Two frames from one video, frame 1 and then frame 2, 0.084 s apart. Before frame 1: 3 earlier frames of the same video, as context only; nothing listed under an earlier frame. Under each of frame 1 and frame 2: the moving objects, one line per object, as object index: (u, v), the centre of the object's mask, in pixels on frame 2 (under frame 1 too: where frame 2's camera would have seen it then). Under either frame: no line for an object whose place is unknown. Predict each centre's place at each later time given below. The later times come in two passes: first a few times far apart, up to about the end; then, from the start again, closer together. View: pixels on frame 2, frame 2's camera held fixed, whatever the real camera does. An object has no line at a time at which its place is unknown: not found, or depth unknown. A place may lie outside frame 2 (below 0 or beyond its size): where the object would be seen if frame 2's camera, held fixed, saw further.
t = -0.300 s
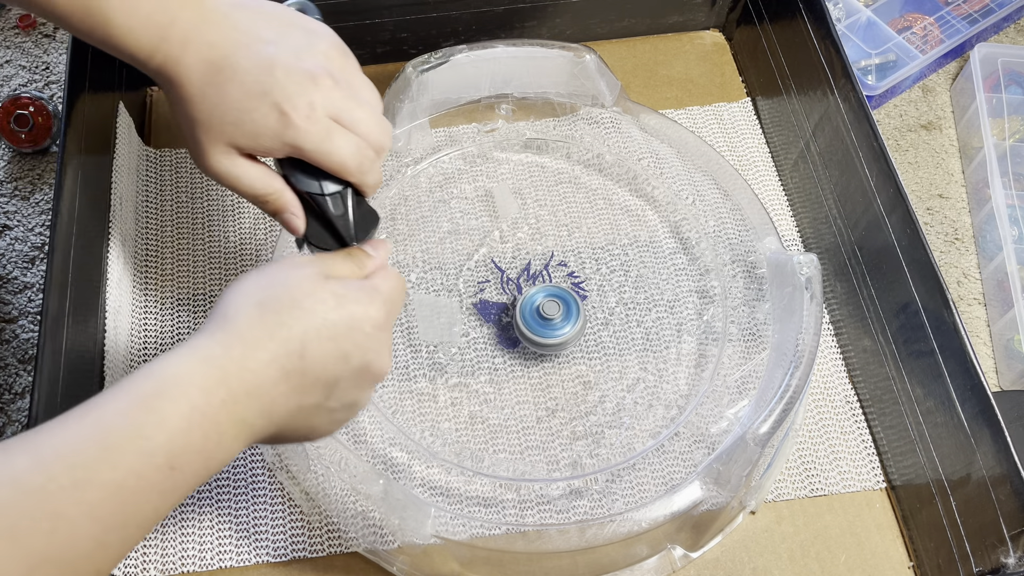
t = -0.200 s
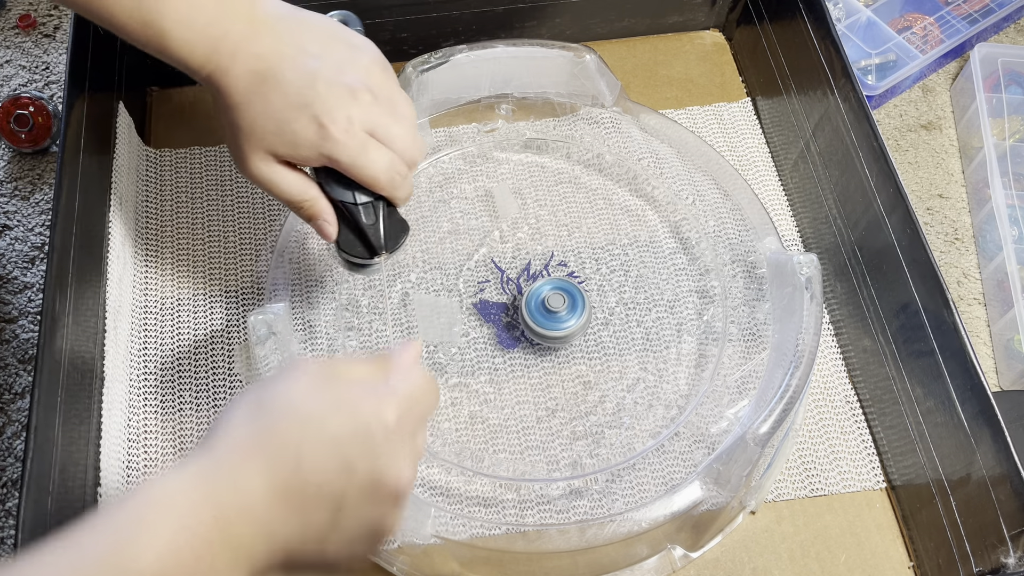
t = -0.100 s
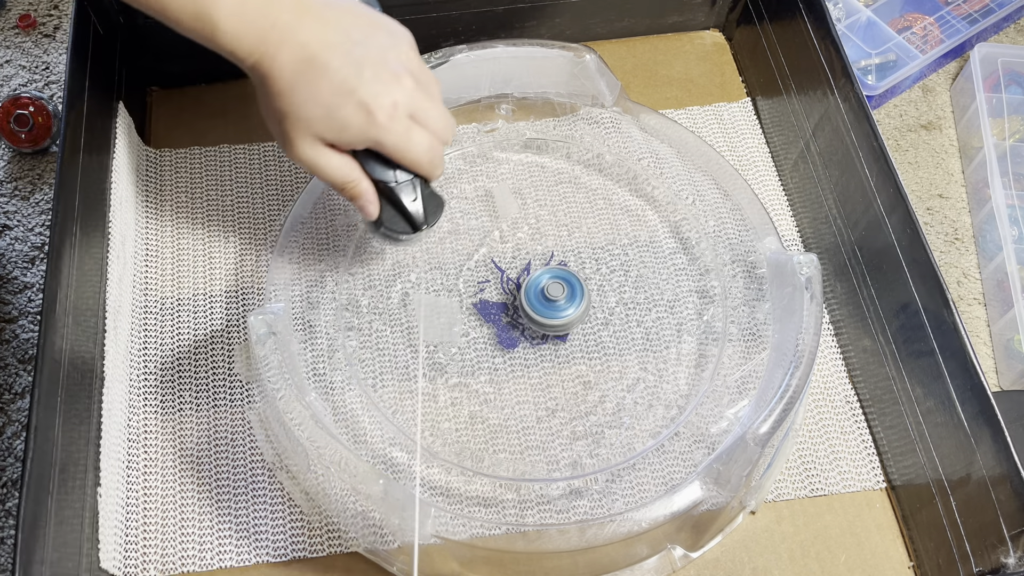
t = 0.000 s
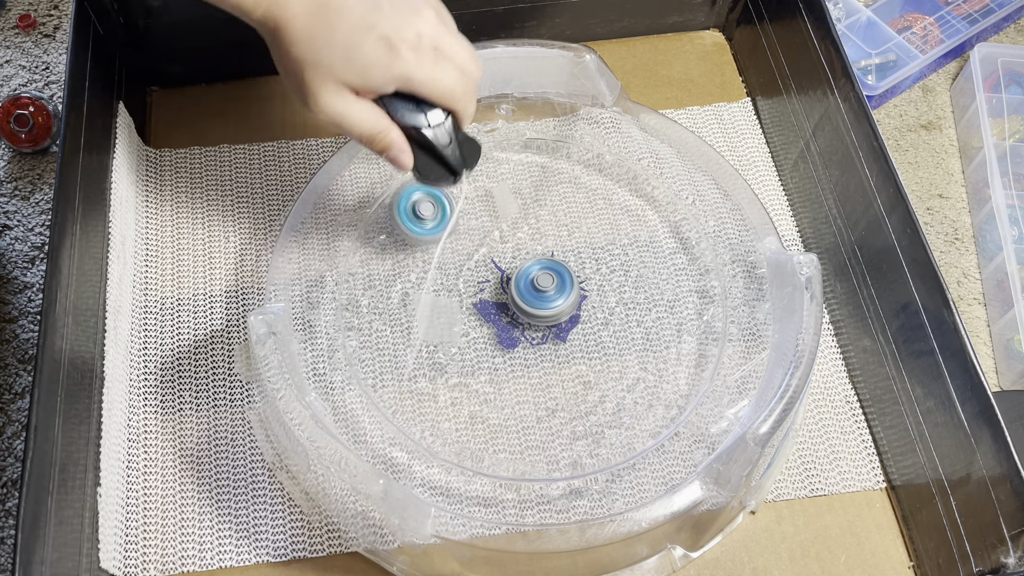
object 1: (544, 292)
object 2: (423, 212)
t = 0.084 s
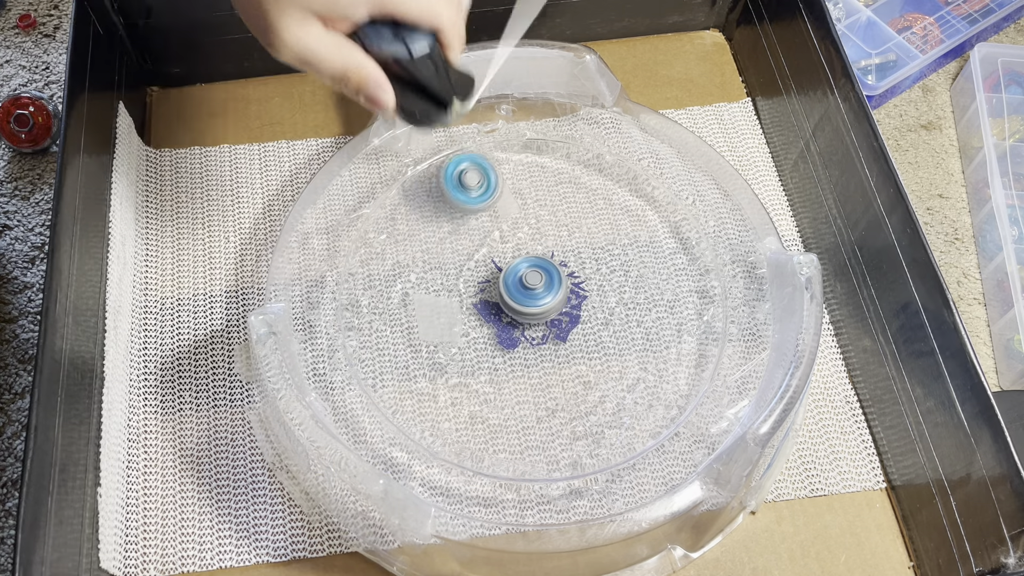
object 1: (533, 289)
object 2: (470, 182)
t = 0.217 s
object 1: (516, 299)
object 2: (505, 131)
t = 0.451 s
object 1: (523, 324)
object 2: (529, 114)
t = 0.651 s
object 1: (544, 316)
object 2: (573, 119)
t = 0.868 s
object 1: (529, 290)
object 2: (622, 121)
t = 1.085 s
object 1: (499, 301)
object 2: (650, 125)
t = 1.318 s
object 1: (514, 324)
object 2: (637, 175)
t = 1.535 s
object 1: (540, 307)
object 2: (612, 271)
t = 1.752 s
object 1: (521, 281)
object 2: (711, 309)
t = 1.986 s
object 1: (494, 289)
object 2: (696, 275)
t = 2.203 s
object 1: (508, 310)
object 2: (594, 323)
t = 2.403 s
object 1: (537, 302)
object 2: (639, 420)
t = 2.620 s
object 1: (534, 274)
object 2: (685, 367)
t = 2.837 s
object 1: (508, 277)
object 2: (556, 334)
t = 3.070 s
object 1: (515, 304)
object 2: (502, 456)
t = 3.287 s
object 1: (545, 303)
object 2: (600, 438)
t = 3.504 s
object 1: (542, 266)
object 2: (541, 341)
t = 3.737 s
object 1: (499, 266)
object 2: (432, 409)
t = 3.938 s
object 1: (491, 302)
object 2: (524, 430)
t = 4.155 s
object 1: (444, 145)
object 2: (653, 436)
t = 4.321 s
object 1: (439, 168)
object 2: (693, 368)
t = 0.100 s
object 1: (530, 289)
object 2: (476, 173)
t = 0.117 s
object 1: (527, 290)
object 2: (482, 166)
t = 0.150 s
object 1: (522, 292)
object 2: (493, 145)
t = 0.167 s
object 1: (520, 293)
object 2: (497, 135)
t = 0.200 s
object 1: (517, 297)
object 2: (503, 130)
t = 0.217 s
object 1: (516, 299)
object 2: (505, 131)
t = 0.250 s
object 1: (514, 304)
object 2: (506, 129)
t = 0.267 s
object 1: (514, 306)
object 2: (506, 128)
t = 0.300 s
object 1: (514, 310)
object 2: (507, 122)
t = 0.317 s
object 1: (514, 312)
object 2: (508, 118)
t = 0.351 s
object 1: (515, 315)
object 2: (511, 113)
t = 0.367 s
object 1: (516, 317)
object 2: (513, 115)
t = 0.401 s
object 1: (518, 320)
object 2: (519, 118)
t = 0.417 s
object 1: (520, 321)
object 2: (522, 117)
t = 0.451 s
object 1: (523, 324)
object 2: (529, 114)
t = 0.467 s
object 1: (525, 324)
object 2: (533, 112)
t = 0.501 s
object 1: (529, 325)
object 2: (539, 114)
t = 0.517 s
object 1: (531, 326)
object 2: (543, 114)
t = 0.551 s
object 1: (535, 325)
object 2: (551, 113)
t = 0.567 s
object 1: (537, 324)
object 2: (555, 115)
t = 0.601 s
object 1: (541, 322)
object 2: (562, 117)
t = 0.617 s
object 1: (542, 320)
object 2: (566, 116)
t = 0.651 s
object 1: (544, 316)
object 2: (573, 119)
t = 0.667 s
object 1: (545, 314)
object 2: (577, 119)
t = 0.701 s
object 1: (545, 309)
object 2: (584, 120)
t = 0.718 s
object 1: (545, 307)
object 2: (587, 121)
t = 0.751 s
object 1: (543, 303)
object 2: (595, 123)
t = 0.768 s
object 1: (542, 300)
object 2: (598, 123)
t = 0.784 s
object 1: (540, 298)
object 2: (602, 123)
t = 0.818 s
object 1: (536, 295)
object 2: (609, 123)
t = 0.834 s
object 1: (534, 293)
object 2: (614, 122)
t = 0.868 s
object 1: (529, 290)
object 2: (622, 121)
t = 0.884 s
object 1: (525, 290)
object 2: (626, 119)
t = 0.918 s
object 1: (520, 289)
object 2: (635, 116)
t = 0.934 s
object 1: (517, 289)
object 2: (639, 116)
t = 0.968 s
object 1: (512, 291)
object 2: (640, 118)
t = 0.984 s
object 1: (509, 292)
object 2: (641, 118)
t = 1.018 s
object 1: (505, 294)
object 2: (644, 120)
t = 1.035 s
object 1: (503, 295)
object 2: (645, 121)
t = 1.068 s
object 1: (500, 299)
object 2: (648, 124)
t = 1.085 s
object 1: (499, 301)
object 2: (650, 125)
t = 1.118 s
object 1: (498, 305)
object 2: (653, 130)
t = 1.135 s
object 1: (498, 308)
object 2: (653, 133)
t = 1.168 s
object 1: (498, 312)
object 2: (653, 139)
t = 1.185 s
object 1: (499, 314)
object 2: (653, 142)
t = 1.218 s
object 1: (501, 318)
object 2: (652, 148)
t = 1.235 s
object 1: (503, 320)
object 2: (651, 151)
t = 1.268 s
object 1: (507, 323)
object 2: (647, 161)
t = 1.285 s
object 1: (509, 324)
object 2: (644, 165)
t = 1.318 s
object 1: (514, 324)
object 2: (637, 175)
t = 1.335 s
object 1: (517, 325)
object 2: (635, 180)
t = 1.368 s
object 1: (522, 325)
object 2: (630, 192)
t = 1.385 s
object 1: (525, 324)
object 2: (627, 198)
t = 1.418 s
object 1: (530, 322)
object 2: (618, 213)
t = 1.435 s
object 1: (532, 321)
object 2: (614, 221)
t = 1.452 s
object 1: (534, 319)
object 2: (611, 228)
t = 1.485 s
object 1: (537, 314)
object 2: (607, 245)
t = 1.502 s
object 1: (538, 312)
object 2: (608, 254)
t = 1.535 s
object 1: (540, 307)
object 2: (612, 271)
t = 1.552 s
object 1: (540, 304)
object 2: (615, 279)
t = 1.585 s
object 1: (539, 299)
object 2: (626, 293)
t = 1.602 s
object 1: (538, 297)
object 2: (632, 299)
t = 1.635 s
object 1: (536, 292)
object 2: (647, 309)
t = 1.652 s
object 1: (534, 290)
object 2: (655, 312)
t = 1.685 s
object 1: (531, 286)
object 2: (673, 314)
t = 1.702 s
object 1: (529, 284)
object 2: (682, 315)
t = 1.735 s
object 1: (524, 282)
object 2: (701, 312)
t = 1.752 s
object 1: (521, 281)
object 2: (711, 309)
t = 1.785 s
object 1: (517, 280)
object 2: (718, 299)
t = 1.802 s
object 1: (514, 280)
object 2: (716, 293)
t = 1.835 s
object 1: (509, 280)
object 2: (711, 284)
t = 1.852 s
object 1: (507, 280)
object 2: (711, 282)
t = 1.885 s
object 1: (503, 282)
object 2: (711, 279)
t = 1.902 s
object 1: (501, 283)
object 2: (711, 278)
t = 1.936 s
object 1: (498, 285)
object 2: (707, 277)
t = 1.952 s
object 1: (496, 286)
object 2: (705, 277)
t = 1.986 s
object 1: (494, 289)
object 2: (696, 275)
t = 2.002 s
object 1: (493, 290)
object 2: (691, 275)
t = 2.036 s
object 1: (493, 294)
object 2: (675, 274)
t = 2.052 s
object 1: (494, 295)
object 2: (666, 275)
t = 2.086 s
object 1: (495, 299)
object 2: (647, 277)
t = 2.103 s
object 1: (496, 301)
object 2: (638, 281)
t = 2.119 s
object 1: (498, 302)
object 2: (629, 286)
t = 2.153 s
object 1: (501, 306)
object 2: (613, 299)
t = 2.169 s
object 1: (503, 307)
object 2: (605, 307)
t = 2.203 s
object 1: (508, 310)
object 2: (594, 323)
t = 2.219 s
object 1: (510, 311)
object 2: (590, 332)
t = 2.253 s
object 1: (515, 311)
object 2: (585, 350)
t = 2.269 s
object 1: (518, 312)
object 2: (586, 361)
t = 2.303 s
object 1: (523, 311)
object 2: (589, 379)
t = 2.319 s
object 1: (526, 310)
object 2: (593, 388)
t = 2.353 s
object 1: (531, 308)
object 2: (607, 403)
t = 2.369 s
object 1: (533, 306)
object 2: (617, 410)
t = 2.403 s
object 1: (537, 302)
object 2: (639, 420)
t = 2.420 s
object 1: (538, 300)
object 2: (651, 424)
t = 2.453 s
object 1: (540, 296)
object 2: (666, 410)
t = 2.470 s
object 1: (540, 293)
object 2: (672, 404)
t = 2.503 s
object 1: (540, 288)
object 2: (683, 395)
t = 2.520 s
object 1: (540, 286)
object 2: (688, 391)
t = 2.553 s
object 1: (540, 282)
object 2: (691, 381)
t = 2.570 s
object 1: (539, 279)
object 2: (691, 378)
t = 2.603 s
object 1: (536, 275)
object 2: (688, 371)
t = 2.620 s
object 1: (534, 274)
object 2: (685, 367)
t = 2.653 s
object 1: (530, 271)
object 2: (677, 358)
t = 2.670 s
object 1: (527, 271)
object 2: (669, 352)
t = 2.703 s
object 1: (523, 270)
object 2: (651, 340)
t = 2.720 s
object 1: (521, 270)
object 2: (642, 335)
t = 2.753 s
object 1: (517, 271)
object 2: (619, 329)
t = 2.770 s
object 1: (515, 272)
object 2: (607, 328)
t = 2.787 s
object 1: (513, 273)
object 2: (593, 328)
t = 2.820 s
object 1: (509, 275)
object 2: (568, 331)
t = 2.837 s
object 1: (508, 277)
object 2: (556, 334)
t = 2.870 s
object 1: (506, 281)
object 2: (535, 343)
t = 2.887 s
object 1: (505, 283)
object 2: (525, 349)
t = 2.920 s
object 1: (504, 287)
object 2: (508, 364)
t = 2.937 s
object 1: (504, 289)
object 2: (500, 373)
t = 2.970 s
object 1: (506, 294)
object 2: (491, 391)
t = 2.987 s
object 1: (506, 295)
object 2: (489, 401)
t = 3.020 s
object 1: (509, 300)
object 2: (490, 423)
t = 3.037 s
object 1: (511, 301)
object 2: (493, 434)
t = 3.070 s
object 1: (515, 304)
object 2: (502, 456)
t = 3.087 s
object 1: (517, 305)
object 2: (511, 459)
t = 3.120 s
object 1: (522, 307)
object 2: (538, 455)
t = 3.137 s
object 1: (525, 308)
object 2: (550, 455)
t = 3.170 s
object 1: (530, 308)
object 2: (568, 455)
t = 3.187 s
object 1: (532, 308)
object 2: (575, 456)
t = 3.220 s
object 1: (537, 307)
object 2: (587, 454)
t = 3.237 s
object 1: (539, 306)
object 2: (591, 452)
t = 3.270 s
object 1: (543, 304)
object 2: (598, 444)
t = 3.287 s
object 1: (545, 303)
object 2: (600, 438)
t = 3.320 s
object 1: (547, 300)
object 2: (603, 423)
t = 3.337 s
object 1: (548, 298)
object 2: (603, 416)
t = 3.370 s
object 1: (550, 294)
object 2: (601, 395)
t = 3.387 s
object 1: (550, 293)
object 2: (599, 385)
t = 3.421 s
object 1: (550, 289)
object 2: (588, 364)
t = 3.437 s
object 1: (550, 287)
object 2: (580, 355)
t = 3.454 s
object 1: (549, 284)
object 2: (570, 347)
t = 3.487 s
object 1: (545, 272)
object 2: (552, 342)
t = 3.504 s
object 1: (542, 266)
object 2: (541, 341)
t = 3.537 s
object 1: (537, 258)
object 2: (519, 341)
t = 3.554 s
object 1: (534, 256)
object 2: (506, 342)
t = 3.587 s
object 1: (527, 254)
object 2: (484, 347)
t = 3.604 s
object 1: (523, 254)
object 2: (474, 351)
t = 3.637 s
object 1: (516, 255)
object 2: (456, 361)
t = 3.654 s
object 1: (513, 257)
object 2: (448, 368)
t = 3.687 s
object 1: (507, 259)
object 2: (438, 382)
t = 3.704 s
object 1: (504, 261)
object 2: (434, 392)
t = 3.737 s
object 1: (499, 266)
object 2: (432, 409)
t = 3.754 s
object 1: (496, 269)
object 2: (432, 419)
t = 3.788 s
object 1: (493, 275)
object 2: (436, 437)
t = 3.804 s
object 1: (491, 278)
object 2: (449, 438)
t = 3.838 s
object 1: (488, 284)
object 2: (475, 443)
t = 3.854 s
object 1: (487, 287)
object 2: (485, 443)
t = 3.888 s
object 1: (487, 292)
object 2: (502, 443)
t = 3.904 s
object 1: (489, 295)
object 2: (510, 440)
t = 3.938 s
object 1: (491, 302)
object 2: (524, 430)
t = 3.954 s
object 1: (493, 305)
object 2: (532, 422)
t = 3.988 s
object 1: (497, 311)
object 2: (544, 406)
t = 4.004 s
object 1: (499, 313)
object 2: (550, 396)
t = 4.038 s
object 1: (504, 318)
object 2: (554, 373)
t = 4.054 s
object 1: (499, 305)
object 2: (565, 381)
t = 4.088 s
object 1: (478, 245)
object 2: (606, 424)
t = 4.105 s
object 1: (468, 215)
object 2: (625, 442)
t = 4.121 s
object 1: (460, 189)
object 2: (636, 441)
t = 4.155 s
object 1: (444, 145)
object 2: (653, 436)
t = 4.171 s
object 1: (441, 131)
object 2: (661, 435)
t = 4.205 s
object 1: (442, 127)
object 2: (677, 426)
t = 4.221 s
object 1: (443, 130)
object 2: (683, 419)
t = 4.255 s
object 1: (444, 141)
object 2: (691, 405)
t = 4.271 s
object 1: (443, 146)
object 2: (694, 397)
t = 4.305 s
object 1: (440, 160)
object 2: (695, 378)
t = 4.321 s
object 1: (439, 168)
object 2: (693, 368)
